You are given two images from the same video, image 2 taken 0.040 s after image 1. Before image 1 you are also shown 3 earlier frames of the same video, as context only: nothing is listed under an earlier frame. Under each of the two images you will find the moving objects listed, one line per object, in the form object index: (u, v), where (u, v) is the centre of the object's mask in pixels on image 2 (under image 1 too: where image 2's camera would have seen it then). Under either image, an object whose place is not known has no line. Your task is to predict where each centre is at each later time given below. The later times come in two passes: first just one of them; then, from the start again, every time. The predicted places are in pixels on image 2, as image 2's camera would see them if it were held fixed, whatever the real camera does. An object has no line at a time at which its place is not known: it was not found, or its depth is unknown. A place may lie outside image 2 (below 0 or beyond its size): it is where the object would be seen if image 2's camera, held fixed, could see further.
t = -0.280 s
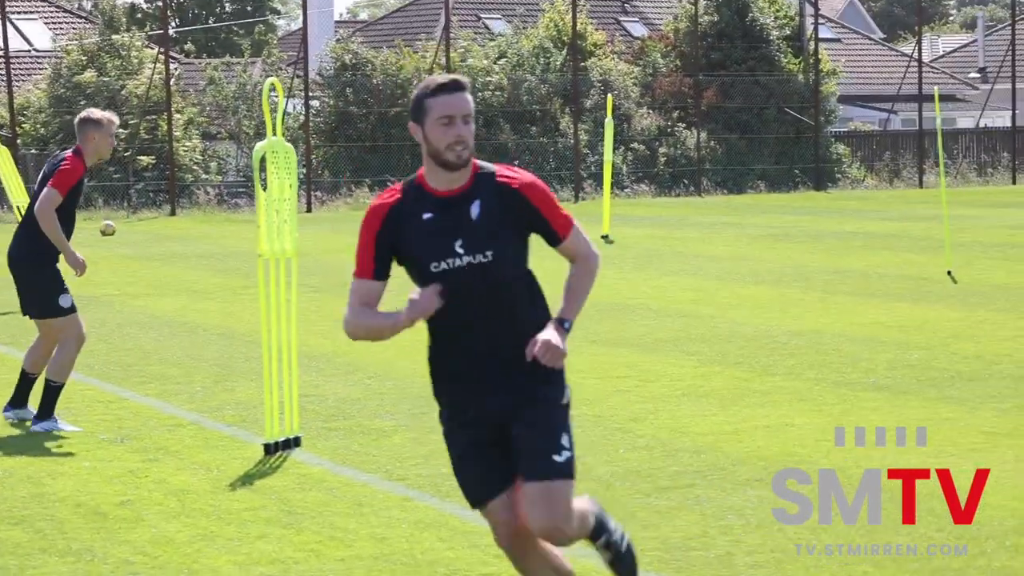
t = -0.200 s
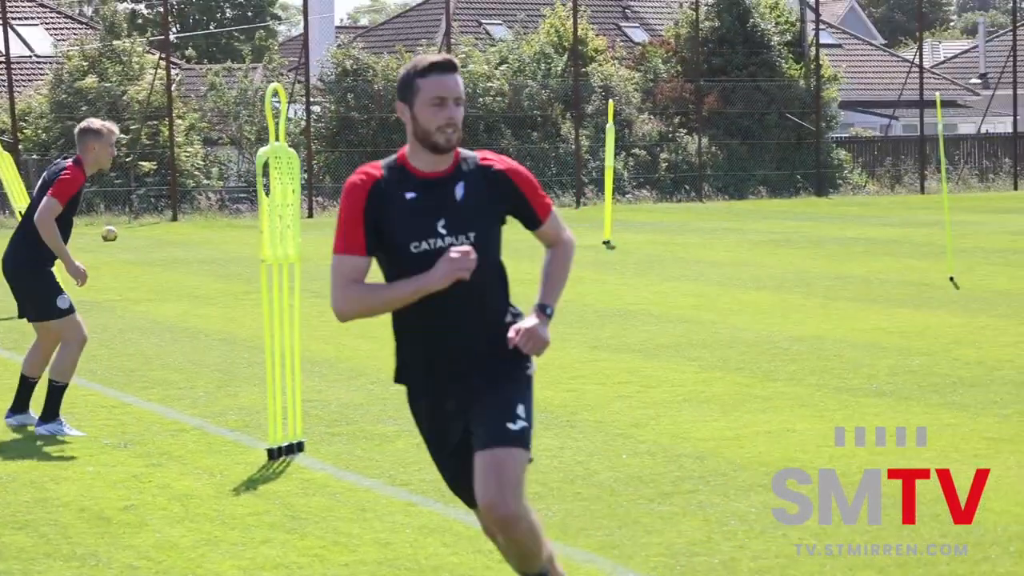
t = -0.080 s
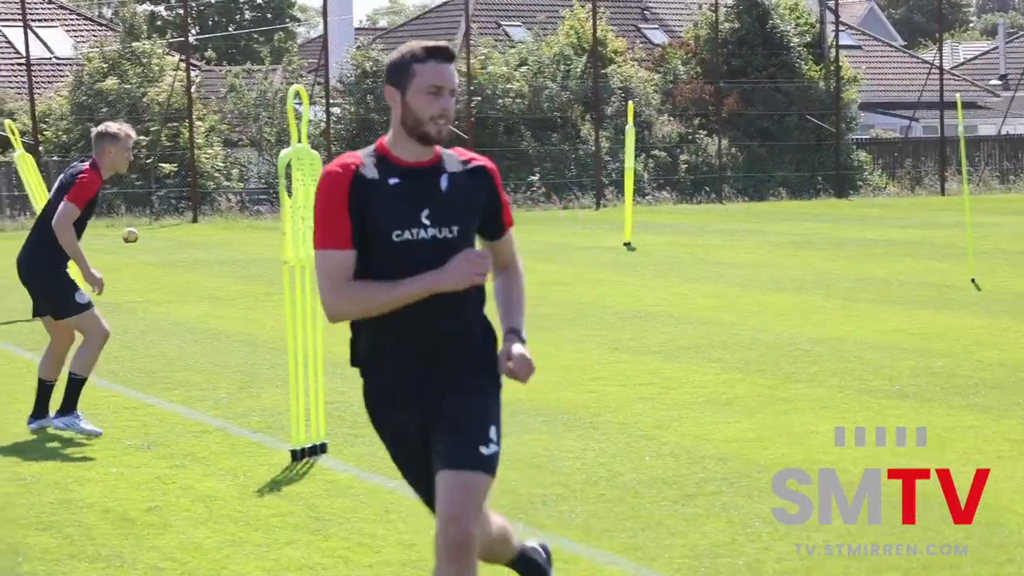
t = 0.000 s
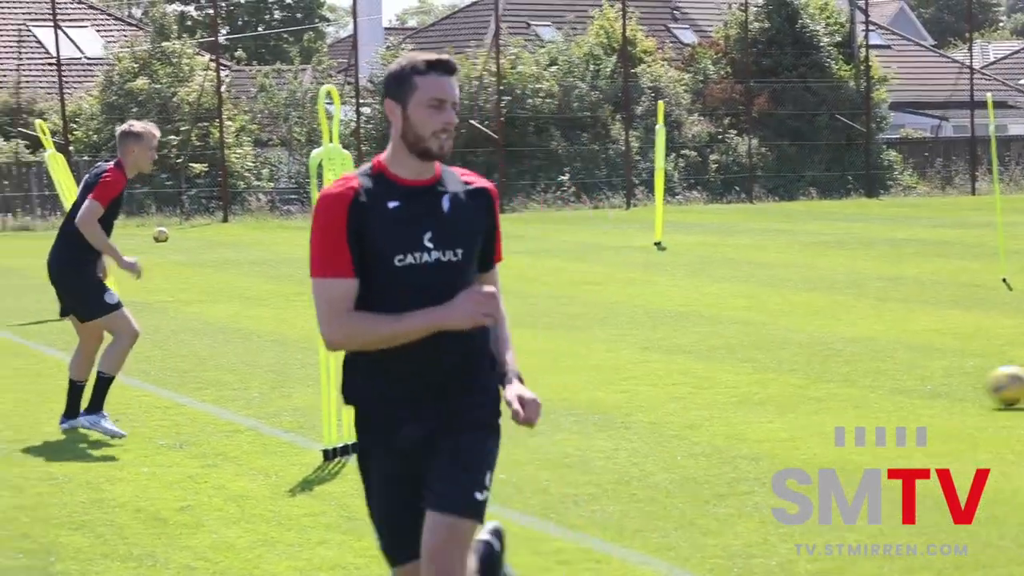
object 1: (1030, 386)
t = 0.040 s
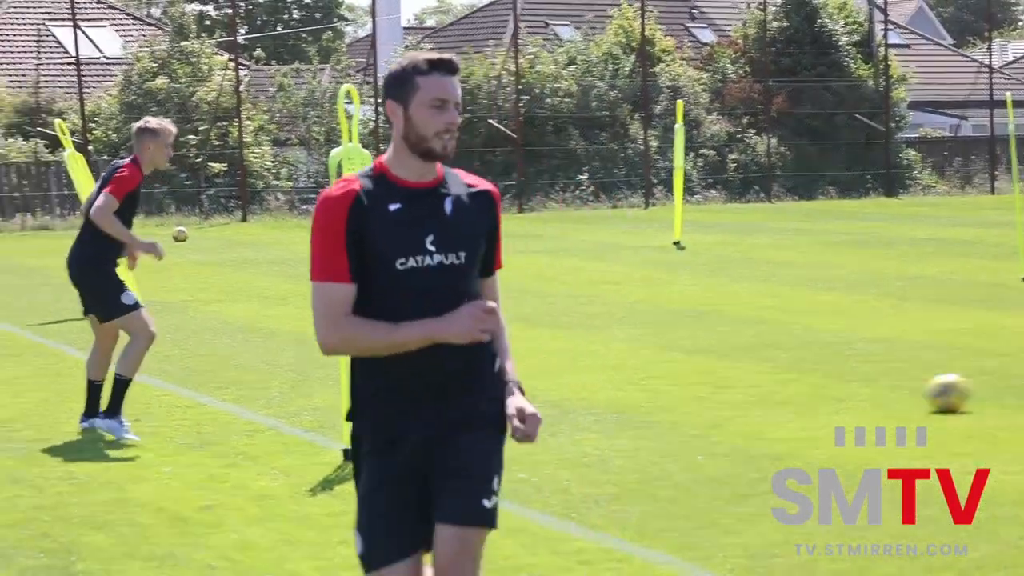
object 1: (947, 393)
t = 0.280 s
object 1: (493, 411)
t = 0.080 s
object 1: (868, 397)
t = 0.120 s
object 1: (792, 397)
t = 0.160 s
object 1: (715, 399)
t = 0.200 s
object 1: (639, 405)
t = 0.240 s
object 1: (563, 410)
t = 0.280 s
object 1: (493, 411)
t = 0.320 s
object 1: (421, 412)
